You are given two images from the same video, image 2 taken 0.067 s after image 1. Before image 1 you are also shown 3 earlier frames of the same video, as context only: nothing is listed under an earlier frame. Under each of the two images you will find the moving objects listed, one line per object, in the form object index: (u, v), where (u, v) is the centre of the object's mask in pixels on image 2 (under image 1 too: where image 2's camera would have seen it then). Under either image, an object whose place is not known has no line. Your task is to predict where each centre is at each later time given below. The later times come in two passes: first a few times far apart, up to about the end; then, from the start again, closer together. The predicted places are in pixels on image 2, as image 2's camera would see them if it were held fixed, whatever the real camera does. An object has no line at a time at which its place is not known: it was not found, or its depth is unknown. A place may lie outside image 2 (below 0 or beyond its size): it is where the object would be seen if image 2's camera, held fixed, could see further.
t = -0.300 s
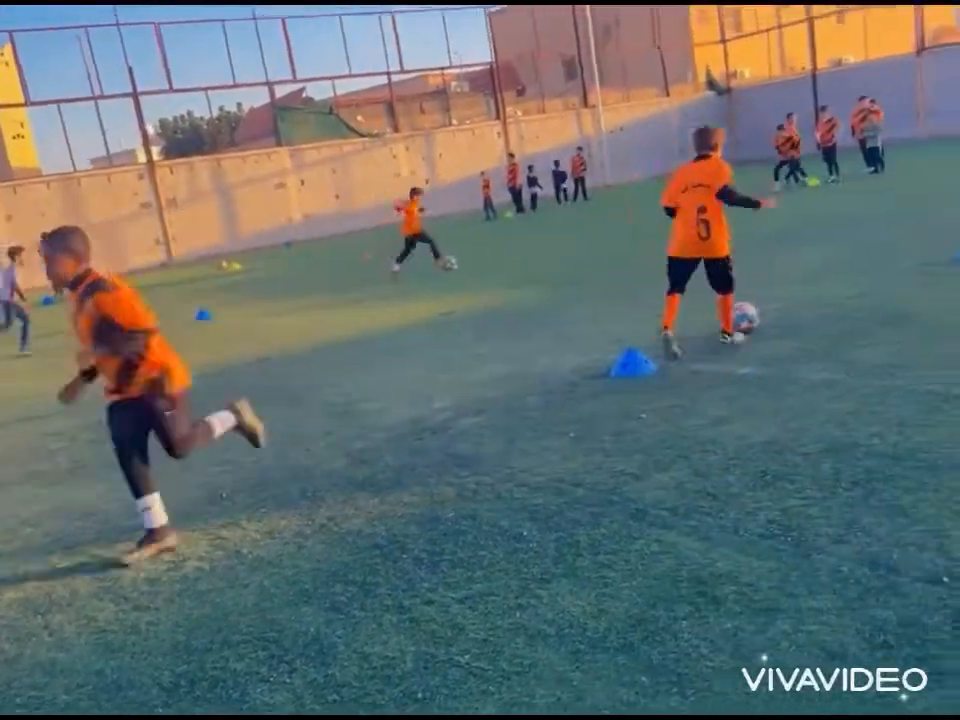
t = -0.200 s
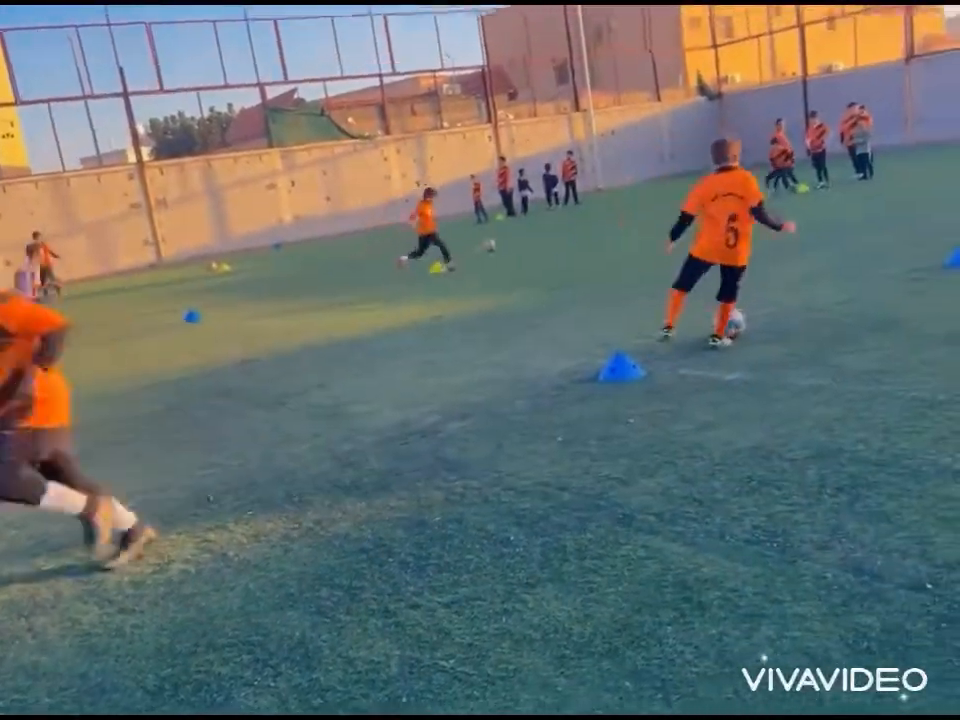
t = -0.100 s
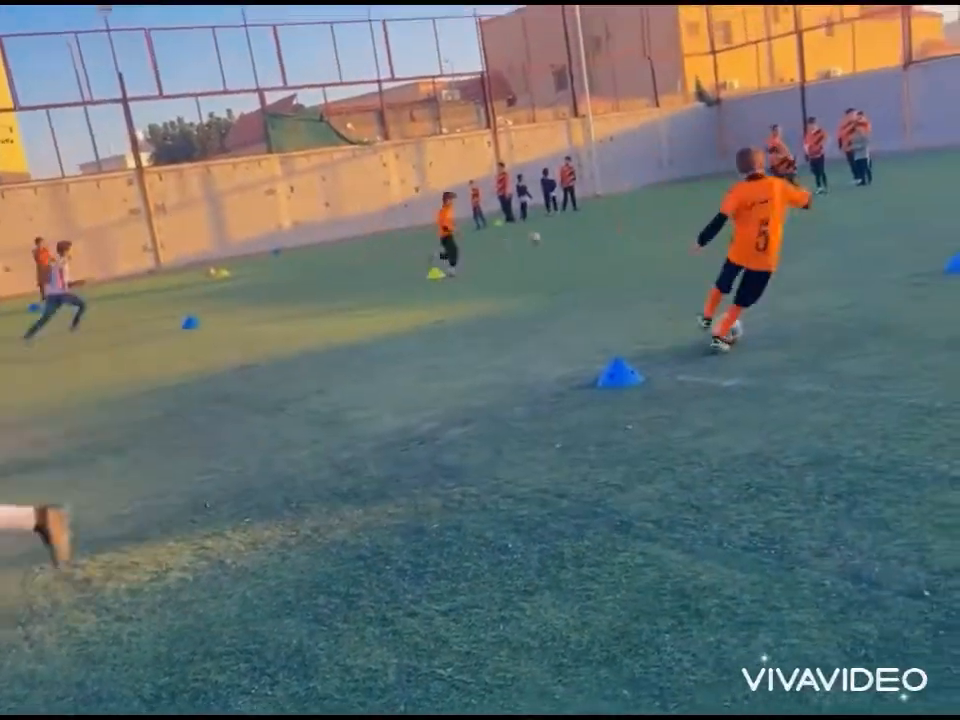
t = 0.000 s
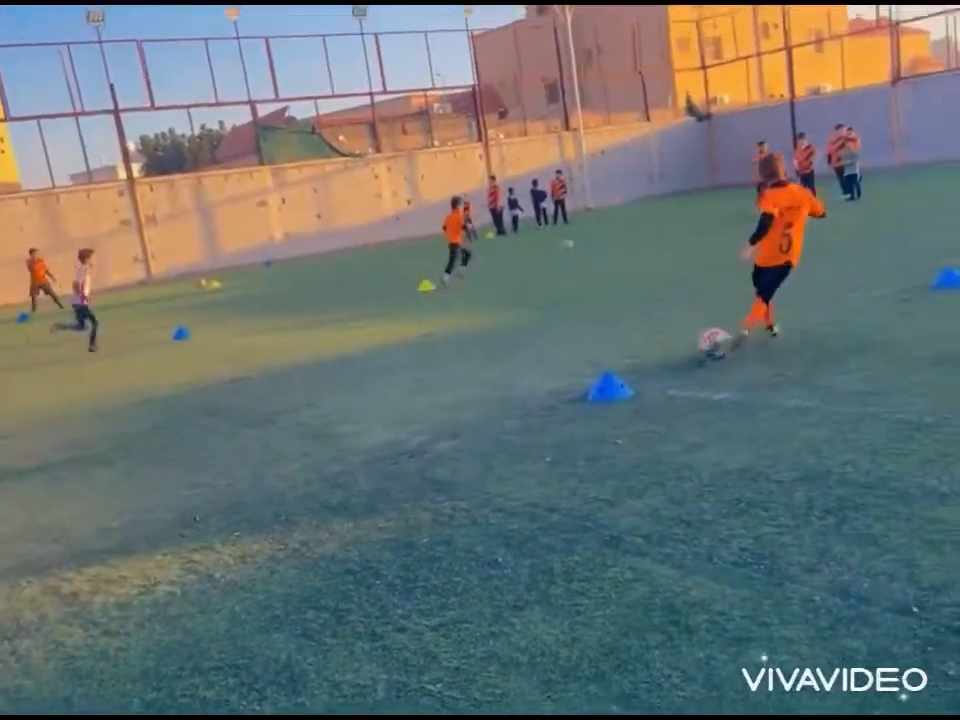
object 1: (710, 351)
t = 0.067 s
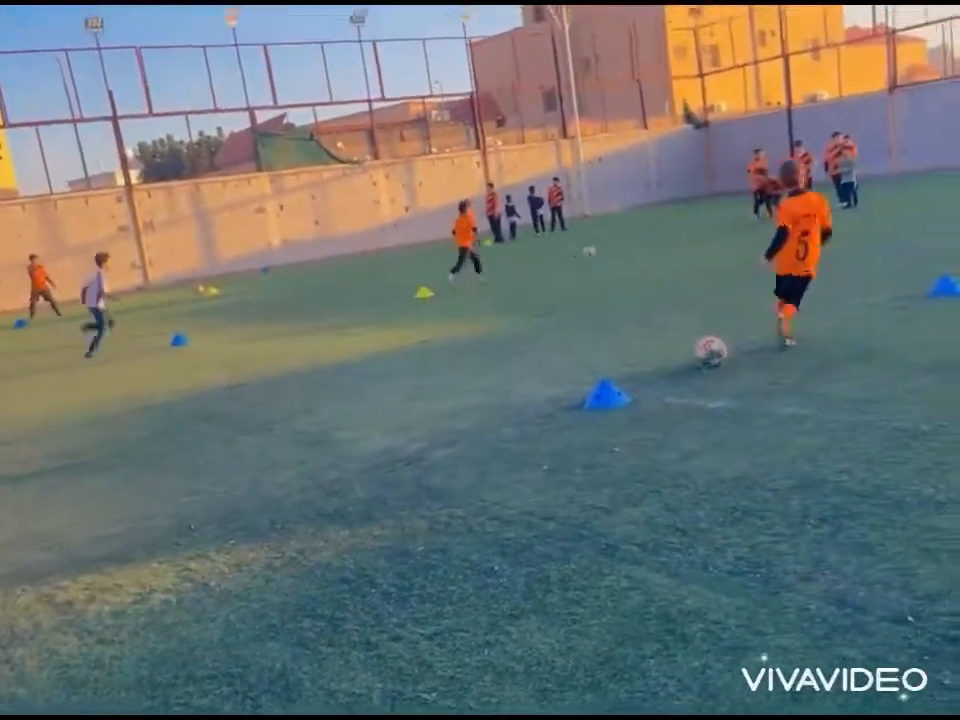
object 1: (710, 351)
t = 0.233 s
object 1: (708, 352)
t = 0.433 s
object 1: (705, 353)
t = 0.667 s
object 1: (701, 354)
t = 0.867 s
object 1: (700, 354)
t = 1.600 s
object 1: (701, 354)
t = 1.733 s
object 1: (701, 354)
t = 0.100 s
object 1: (710, 352)
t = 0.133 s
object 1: (709, 352)
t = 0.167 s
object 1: (709, 352)
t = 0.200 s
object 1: (708, 352)
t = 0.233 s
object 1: (708, 352)
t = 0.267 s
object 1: (708, 352)
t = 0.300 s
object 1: (707, 352)
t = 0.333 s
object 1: (707, 352)
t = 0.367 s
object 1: (707, 352)
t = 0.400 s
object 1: (706, 353)
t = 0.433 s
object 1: (705, 353)
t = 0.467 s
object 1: (705, 353)
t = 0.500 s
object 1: (705, 353)
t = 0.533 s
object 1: (704, 353)
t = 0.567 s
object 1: (703, 353)
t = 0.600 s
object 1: (702, 354)
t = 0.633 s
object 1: (702, 353)
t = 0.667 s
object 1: (701, 354)
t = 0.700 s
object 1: (701, 354)
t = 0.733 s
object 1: (700, 354)
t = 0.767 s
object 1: (700, 354)
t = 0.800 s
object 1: (700, 354)
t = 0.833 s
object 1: (700, 354)
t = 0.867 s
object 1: (700, 354)
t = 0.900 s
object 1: (700, 354)
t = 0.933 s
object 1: (700, 354)
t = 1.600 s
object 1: (701, 354)
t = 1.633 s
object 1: (701, 354)
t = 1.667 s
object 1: (701, 354)
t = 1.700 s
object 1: (701, 354)
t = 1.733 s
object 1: (701, 354)
